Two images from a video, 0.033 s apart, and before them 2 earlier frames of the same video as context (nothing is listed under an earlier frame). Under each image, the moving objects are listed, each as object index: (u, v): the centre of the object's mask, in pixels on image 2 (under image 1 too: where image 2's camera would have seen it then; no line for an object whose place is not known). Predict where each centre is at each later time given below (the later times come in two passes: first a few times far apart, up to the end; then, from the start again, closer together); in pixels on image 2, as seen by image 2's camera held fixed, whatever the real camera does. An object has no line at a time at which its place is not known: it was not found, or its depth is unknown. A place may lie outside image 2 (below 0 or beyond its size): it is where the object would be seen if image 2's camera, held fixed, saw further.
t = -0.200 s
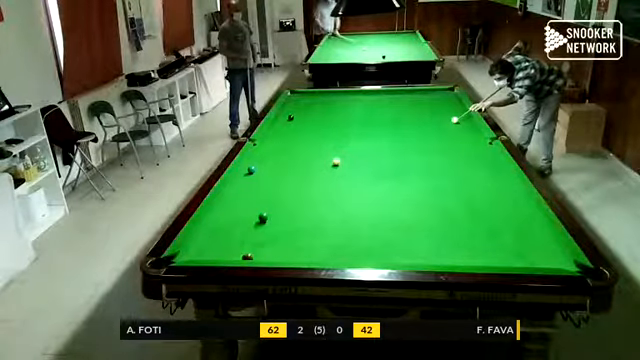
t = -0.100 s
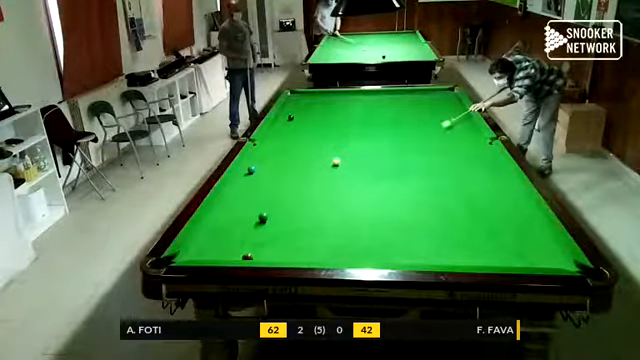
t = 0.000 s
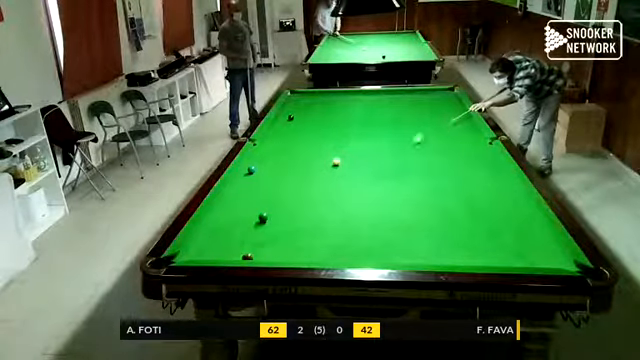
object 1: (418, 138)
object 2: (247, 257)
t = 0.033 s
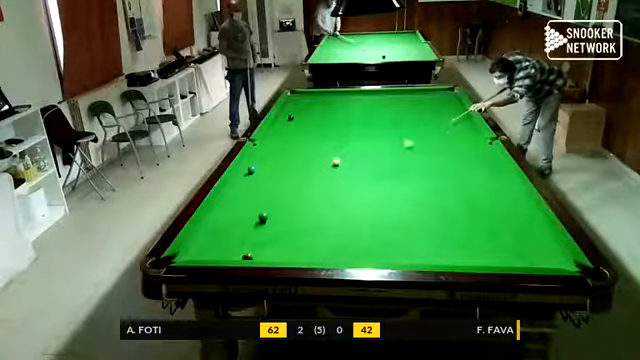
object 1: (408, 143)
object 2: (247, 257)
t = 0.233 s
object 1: (342, 178)
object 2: (247, 257)
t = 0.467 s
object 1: (273, 218)
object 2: (247, 257)
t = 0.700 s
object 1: (269, 239)
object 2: (247, 256)
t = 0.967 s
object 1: (254, 252)
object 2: (294, 258)
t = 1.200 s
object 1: (248, 243)
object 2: (339, 258)
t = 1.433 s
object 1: (243, 235)
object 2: (381, 259)
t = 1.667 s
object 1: (238, 228)
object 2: (424, 260)
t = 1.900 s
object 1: (234, 222)
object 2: (466, 261)
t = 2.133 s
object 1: (230, 217)
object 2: (508, 262)
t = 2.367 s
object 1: (227, 213)
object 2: (549, 263)
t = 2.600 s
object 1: (224, 209)
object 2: (568, 267)
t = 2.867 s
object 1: (221, 205)
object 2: (563, 261)
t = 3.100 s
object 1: (219, 202)
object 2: (560, 253)
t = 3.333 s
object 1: (221, 200)
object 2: (554, 245)
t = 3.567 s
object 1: (223, 199)
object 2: (551, 241)
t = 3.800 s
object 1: (225, 198)
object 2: (547, 236)
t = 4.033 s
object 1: (226, 198)
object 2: (544, 233)
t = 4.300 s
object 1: (227, 198)
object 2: (541, 230)
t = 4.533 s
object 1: (227, 198)
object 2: (540, 228)
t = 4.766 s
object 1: (227, 198)
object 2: (539, 226)
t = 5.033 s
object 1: (227, 198)
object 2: (538, 226)
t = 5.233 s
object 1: (227, 198)
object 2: (538, 226)
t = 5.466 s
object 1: (227, 198)
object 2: (539, 226)
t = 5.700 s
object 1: (227, 197)
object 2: (538, 226)
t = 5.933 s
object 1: (227, 197)
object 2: (538, 226)
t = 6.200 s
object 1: (227, 197)
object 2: (538, 226)
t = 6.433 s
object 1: (227, 197)
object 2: (538, 226)
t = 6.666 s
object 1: (227, 197)
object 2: (538, 226)
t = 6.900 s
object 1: (227, 197)
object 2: (538, 226)
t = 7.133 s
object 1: (227, 197)
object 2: (538, 226)
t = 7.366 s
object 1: (227, 197)
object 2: (538, 226)
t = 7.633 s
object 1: (227, 197)
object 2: (538, 226)
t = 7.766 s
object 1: (227, 197)
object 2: (538, 226)
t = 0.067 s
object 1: (398, 149)
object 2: (247, 257)
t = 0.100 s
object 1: (388, 153)
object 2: (247, 257)
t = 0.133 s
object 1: (377, 159)
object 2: (247, 257)
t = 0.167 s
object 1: (365, 166)
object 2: (247, 256)
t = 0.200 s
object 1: (354, 171)
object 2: (247, 257)
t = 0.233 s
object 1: (342, 178)
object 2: (247, 257)
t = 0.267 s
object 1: (330, 184)
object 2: (247, 257)
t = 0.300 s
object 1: (317, 191)
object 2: (247, 257)
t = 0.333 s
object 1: (305, 197)
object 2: (247, 257)
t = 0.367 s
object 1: (292, 205)
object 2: (247, 257)
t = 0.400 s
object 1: (279, 211)
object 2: (247, 257)
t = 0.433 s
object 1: (272, 216)
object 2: (247, 257)
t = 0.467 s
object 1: (273, 218)
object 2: (247, 257)
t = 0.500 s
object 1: (275, 220)
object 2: (247, 256)
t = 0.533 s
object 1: (276, 222)
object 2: (247, 256)
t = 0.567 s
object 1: (276, 225)
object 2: (247, 256)
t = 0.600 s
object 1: (275, 228)
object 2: (247, 256)
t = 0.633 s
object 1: (274, 231)
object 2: (247, 256)
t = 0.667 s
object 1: (271, 236)
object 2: (247, 256)
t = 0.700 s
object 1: (269, 239)
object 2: (247, 256)
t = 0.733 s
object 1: (267, 243)
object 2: (247, 256)
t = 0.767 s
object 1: (264, 248)
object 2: (253, 256)
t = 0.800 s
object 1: (261, 250)
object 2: (261, 257)
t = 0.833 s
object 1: (259, 254)
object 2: (270, 257)
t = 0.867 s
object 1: (257, 256)
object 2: (276, 257)
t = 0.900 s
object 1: (255, 254)
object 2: (282, 257)
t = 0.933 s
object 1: (254, 253)
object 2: (288, 257)
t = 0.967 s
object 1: (254, 252)
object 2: (294, 258)
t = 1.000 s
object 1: (253, 251)
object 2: (301, 257)
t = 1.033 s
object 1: (252, 249)
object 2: (307, 257)
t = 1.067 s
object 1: (251, 248)
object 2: (313, 258)
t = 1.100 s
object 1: (250, 247)
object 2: (320, 257)
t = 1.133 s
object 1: (249, 246)
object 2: (326, 258)
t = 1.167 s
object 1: (248, 244)
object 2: (332, 257)
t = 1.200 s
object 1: (248, 243)
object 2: (339, 258)
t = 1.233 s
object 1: (247, 241)
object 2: (344, 258)
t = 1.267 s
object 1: (246, 240)
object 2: (350, 258)
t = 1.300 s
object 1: (246, 238)
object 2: (356, 258)
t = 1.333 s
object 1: (245, 238)
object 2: (363, 258)
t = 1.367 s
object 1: (244, 238)
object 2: (369, 259)
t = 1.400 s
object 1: (243, 236)
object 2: (375, 259)
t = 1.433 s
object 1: (243, 235)
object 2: (381, 259)
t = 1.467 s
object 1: (242, 234)
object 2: (387, 259)
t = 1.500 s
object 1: (242, 232)
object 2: (394, 259)
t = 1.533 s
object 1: (241, 231)
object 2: (399, 260)
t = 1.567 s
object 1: (240, 231)
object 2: (406, 260)
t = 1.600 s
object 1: (239, 230)
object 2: (412, 260)
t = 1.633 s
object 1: (239, 229)
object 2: (418, 260)
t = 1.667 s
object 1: (238, 228)
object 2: (424, 260)
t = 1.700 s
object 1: (238, 227)
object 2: (430, 260)
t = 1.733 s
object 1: (237, 226)
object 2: (435, 260)
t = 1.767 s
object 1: (236, 225)
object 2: (442, 260)
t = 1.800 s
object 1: (235, 225)
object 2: (448, 261)
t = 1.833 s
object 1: (235, 224)
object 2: (454, 261)
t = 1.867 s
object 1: (234, 223)
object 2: (460, 261)
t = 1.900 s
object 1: (234, 222)
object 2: (466, 261)
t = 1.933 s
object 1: (233, 221)
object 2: (472, 261)
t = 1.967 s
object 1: (233, 221)
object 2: (478, 262)
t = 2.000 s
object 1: (232, 220)
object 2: (485, 262)
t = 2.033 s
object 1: (232, 219)
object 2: (491, 262)
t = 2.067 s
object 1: (231, 218)
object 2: (496, 262)
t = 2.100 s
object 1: (231, 218)
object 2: (502, 262)
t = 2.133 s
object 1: (230, 217)
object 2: (508, 262)
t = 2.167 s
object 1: (229, 215)
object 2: (514, 262)
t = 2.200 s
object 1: (229, 215)
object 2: (520, 262)
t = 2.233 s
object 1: (229, 215)
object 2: (526, 262)
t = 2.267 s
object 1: (228, 215)
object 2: (530, 263)
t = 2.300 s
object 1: (228, 214)
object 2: (538, 262)
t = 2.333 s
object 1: (228, 213)
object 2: (543, 263)
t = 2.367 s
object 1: (227, 213)
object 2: (549, 263)
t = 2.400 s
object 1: (227, 212)
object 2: (555, 263)
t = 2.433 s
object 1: (225, 210)
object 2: (560, 264)
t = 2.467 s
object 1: (225, 210)
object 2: (567, 265)
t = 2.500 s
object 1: (224, 209)
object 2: (569, 266)
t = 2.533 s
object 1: (224, 209)
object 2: (570, 266)
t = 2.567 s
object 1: (224, 209)
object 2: (570, 266)
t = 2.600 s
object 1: (224, 209)
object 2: (568, 267)
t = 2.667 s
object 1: (222, 207)
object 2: (567, 265)
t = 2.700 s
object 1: (222, 207)
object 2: (566, 265)
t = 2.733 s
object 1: (222, 206)
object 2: (565, 264)
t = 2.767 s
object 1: (222, 206)
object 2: (565, 263)
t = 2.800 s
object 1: (222, 206)
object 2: (564, 262)
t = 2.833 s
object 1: (221, 205)
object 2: (563, 261)
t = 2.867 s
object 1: (221, 205)
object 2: (563, 261)
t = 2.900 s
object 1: (220, 205)
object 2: (562, 259)
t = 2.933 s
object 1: (220, 204)
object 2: (562, 259)
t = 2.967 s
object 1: (220, 205)
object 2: (562, 257)
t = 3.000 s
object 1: (219, 203)
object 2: (561, 256)
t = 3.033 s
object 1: (219, 202)
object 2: (561, 254)
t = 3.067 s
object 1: (219, 202)
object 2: (560, 253)
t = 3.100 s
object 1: (219, 202)
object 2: (560, 253)
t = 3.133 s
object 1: (219, 202)
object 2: (559, 251)
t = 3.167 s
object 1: (219, 201)
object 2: (558, 250)
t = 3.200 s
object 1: (220, 201)
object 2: (558, 250)
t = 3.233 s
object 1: (220, 201)
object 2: (557, 249)
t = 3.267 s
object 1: (220, 201)
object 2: (556, 248)
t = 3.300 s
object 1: (220, 201)
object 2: (556, 248)
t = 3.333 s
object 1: (221, 200)
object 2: (554, 245)
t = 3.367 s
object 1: (221, 200)
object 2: (554, 245)
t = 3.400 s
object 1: (222, 200)
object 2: (554, 245)
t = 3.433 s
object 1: (222, 200)
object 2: (553, 244)
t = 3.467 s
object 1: (222, 200)
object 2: (552, 243)
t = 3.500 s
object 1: (223, 200)
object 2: (552, 242)
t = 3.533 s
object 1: (223, 199)
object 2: (551, 241)
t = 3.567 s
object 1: (223, 199)
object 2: (551, 241)
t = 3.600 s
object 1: (223, 199)
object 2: (550, 240)
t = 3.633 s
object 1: (224, 199)
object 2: (550, 239)
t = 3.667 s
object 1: (225, 199)
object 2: (549, 239)
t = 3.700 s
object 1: (225, 199)
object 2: (548, 238)
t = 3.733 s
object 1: (225, 198)
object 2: (547, 237)
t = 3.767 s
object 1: (225, 198)
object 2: (547, 237)
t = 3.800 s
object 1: (225, 198)
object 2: (547, 236)
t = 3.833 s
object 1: (226, 198)
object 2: (546, 236)
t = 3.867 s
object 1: (226, 198)
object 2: (546, 235)
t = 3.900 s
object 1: (226, 198)
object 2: (545, 234)
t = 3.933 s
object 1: (226, 198)
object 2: (545, 234)
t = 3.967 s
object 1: (226, 198)
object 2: (544, 233)
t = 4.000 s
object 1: (226, 198)
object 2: (544, 233)
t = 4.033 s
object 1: (226, 198)
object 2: (544, 233)
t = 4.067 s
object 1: (226, 198)
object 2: (543, 232)
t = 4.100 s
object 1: (226, 198)
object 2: (543, 232)
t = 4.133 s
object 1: (226, 198)
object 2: (543, 231)
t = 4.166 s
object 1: (227, 197)
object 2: (542, 231)
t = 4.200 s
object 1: (227, 197)
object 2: (542, 231)
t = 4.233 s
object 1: (227, 197)
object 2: (542, 231)
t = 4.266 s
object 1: (227, 198)
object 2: (542, 230)
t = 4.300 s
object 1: (227, 198)
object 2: (541, 230)
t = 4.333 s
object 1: (227, 198)
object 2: (541, 229)
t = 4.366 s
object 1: (227, 198)
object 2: (541, 229)
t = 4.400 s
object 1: (227, 198)
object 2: (541, 229)
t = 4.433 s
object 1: (227, 198)
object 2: (540, 229)
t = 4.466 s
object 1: (227, 198)
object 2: (540, 228)
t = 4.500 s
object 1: (227, 198)
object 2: (540, 228)
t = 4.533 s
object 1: (227, 198)
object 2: (540, 228)
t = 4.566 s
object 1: (227, 198)
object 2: (540, 228)
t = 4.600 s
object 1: (227, 198)
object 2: (539, 227)
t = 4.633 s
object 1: (227, 198)
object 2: (539, 228)
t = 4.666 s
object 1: (227, 198)
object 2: (539, 227)
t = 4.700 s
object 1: (227, 198)
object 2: (539, 227)
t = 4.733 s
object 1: (227, 198)
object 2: (539, 227)
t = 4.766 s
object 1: (227, 198)
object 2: (539, 226)
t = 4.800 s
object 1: (227, 198)
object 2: (539, 226)
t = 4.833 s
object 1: (227, 198)
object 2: (538, 226)
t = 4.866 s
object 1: (227, 198)
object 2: (538, 226)
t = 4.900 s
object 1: (227, 198)
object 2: (538, 226)
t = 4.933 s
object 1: (227, 198)
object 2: (538, 226)
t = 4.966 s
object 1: (227, 198)
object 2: (538, 226)
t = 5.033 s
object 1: (227, 198)
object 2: (538, 226)
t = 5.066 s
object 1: (227, 198)
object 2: (538, 226)
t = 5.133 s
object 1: (227, 198)
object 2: (538, 226)
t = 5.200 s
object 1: (227, 198)
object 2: (538, 226)
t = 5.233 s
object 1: (227, 198)
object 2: (538, 226)
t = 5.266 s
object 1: (227, 198)
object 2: (539, 226)
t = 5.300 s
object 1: (227, 198)
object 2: (538, 226)
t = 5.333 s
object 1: (227, 198)
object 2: (539, 226)
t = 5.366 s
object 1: (227, 198)
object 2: (539, 226)
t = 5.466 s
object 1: (227, 198)
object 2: (539, 226)
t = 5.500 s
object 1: (227, 197)
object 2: (538, 226)
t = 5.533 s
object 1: (227, 197)
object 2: (538, 226)
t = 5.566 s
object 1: (227, 197)
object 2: (538, 226)
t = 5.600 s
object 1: (227, 197)
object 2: (538, 226)
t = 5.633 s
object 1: (227, 197)
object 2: (538, 226)
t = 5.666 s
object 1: (227, 197)
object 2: (538, 226)
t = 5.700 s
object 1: (227, 197)
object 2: (538, 226)
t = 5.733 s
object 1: (227, 197)
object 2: (538, 226)
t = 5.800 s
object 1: (227, 197)
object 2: (538, 226)
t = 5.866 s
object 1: (227, 197)
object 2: (538, 226)
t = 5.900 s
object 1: (227, 197)
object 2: (538, 226)
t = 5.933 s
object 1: (227, 197)
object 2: (538, 226)
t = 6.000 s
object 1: (227, 197)
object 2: (538, 226)
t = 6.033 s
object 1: (227, 197)
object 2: (538, 226)
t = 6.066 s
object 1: (227, 197)
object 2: (538, 226)
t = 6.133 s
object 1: (227, 197)
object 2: (538, 226)
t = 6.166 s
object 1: (227, 197)
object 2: (538, 226)
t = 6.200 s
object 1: (227, 197)
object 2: (538, 226)
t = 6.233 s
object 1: (227, 197)
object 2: (538, 226)
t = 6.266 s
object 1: (227, 197)
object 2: (538, 226)
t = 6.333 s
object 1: (227, 197)
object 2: (538, 226)
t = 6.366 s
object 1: (227, 197)
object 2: (538, 226)
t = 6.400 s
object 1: (227, 197)
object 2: (538, 226)
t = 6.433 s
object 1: (227, 197)
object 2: (538, 226)
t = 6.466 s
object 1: (227, 197)
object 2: (538, 226)
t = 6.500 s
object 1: (227, 197)
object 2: (538, 226)
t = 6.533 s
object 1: (227, 197)
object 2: (538, 226)
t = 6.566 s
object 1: (227, 197)
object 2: (538, 226)
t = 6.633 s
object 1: (227, 197)
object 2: (538, 226)
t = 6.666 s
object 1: (227, 197)
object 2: (538, 226)
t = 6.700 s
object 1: (227, 197)
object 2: (538, 226)
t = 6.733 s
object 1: (227, 197)
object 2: (538, 226)
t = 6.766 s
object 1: (227, 197)
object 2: (538, 226)
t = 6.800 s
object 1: (227, 197)
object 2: (538, 226)
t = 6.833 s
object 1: (227, 197)
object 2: (538, 226)
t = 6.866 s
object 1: (227, 197)
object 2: (538, 226)
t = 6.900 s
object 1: (227, 197)
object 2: (538, 226)
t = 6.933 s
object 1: (227, 197)
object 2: (538, 226)
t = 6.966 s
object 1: (227, 197)
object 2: (538, 226)
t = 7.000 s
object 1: (227, 197)
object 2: (538, 226)
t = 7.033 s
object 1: (227, 197)
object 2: (538, 226)
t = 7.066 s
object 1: (227, 197)
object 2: (538, 226)
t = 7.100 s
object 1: (227, 198)
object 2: (538, 226)
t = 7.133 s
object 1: (227, 197)
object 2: (538, 226)
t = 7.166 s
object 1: (227, 197)
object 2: (538, 226)
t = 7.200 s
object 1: (227, 197)
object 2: (538, 226)
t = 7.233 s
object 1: (227, 197)
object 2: (538, 226)
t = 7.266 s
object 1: (227, 197)
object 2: (538, 226)
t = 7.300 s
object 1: (227, 197)
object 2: (538, 226)
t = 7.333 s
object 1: (227, 197)
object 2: (538, 226)
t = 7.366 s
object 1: (227, 197)
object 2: (538, 226)
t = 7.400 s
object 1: (227, 197)
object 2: (538, 226)
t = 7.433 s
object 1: (227, 197)
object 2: (538, 226)
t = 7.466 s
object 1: (227, 197)
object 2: (538, 226)
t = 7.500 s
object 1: (227, 197)
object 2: (538, 226)
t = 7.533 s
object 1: (227, 197)
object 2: (538, 226)
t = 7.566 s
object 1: (227, 197)
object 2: (538, 226)
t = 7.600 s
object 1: (227, 197)
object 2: (538, 226)
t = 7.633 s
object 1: (227, 197)
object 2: (538, 226)
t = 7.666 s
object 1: (227, 197)
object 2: (538, 226)
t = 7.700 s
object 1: (227, 197)
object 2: (538, 226)
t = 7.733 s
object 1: (227, 197)
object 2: (538, 226)
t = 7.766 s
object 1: (227, 197)
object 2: (538, 226)
